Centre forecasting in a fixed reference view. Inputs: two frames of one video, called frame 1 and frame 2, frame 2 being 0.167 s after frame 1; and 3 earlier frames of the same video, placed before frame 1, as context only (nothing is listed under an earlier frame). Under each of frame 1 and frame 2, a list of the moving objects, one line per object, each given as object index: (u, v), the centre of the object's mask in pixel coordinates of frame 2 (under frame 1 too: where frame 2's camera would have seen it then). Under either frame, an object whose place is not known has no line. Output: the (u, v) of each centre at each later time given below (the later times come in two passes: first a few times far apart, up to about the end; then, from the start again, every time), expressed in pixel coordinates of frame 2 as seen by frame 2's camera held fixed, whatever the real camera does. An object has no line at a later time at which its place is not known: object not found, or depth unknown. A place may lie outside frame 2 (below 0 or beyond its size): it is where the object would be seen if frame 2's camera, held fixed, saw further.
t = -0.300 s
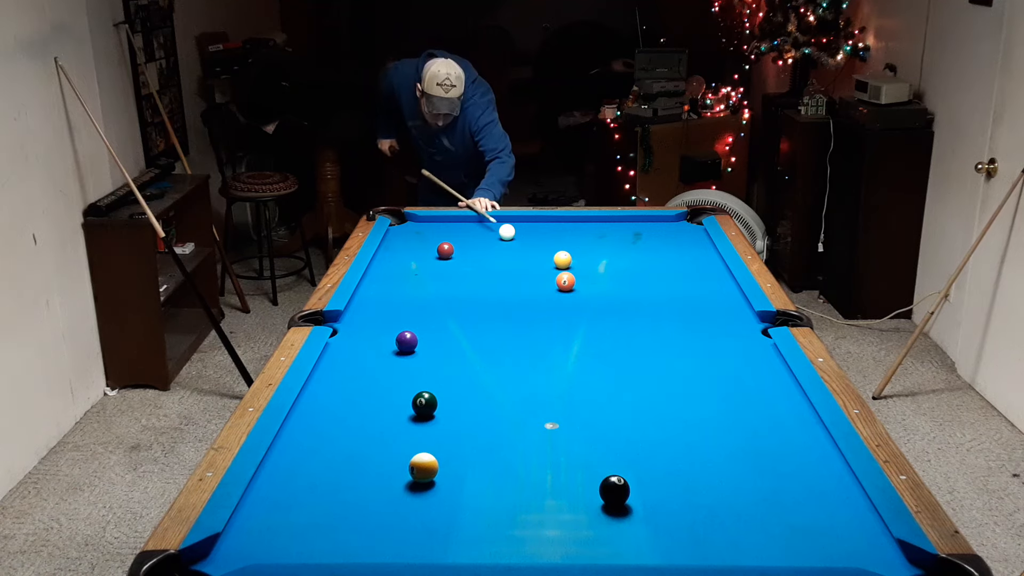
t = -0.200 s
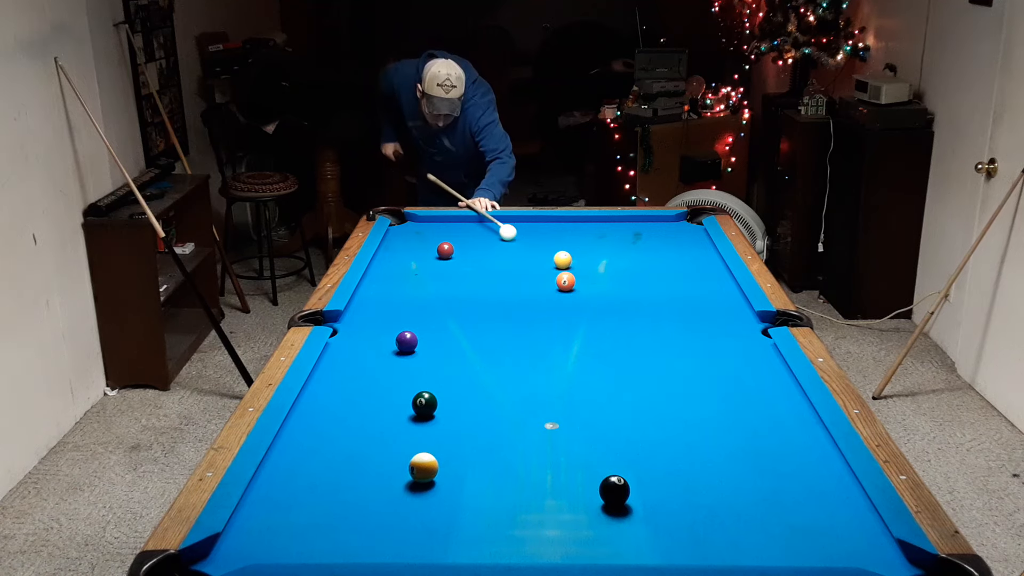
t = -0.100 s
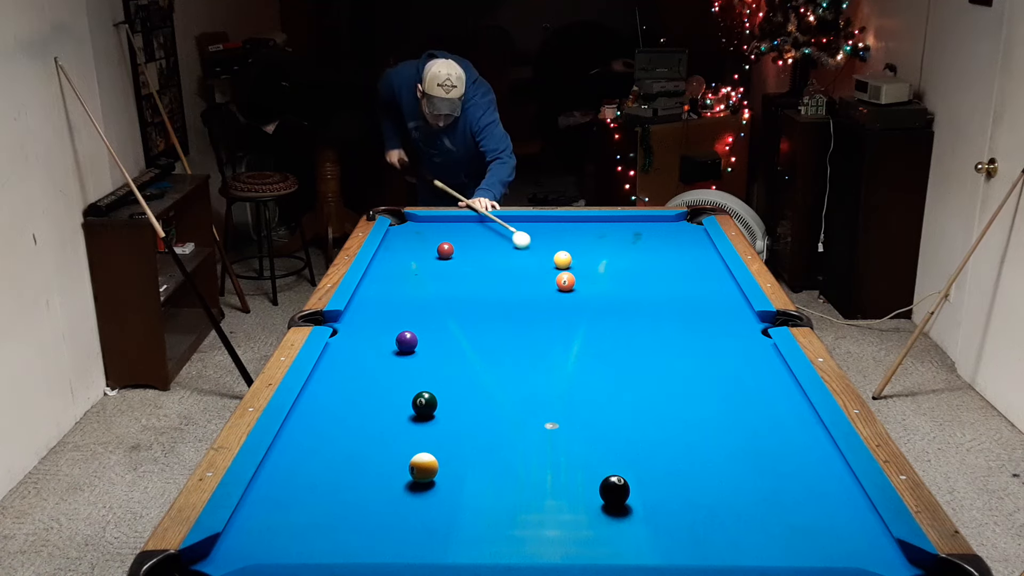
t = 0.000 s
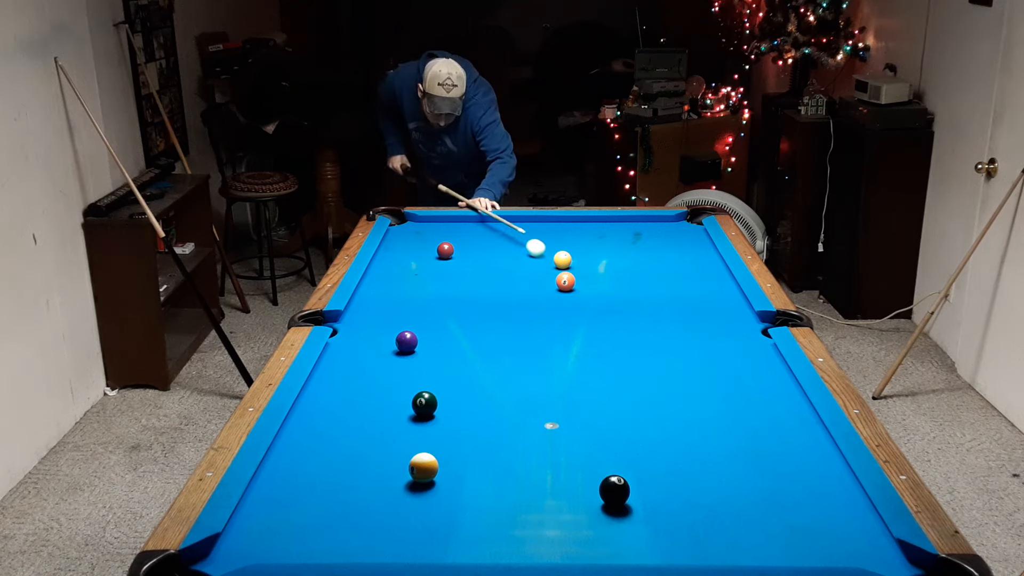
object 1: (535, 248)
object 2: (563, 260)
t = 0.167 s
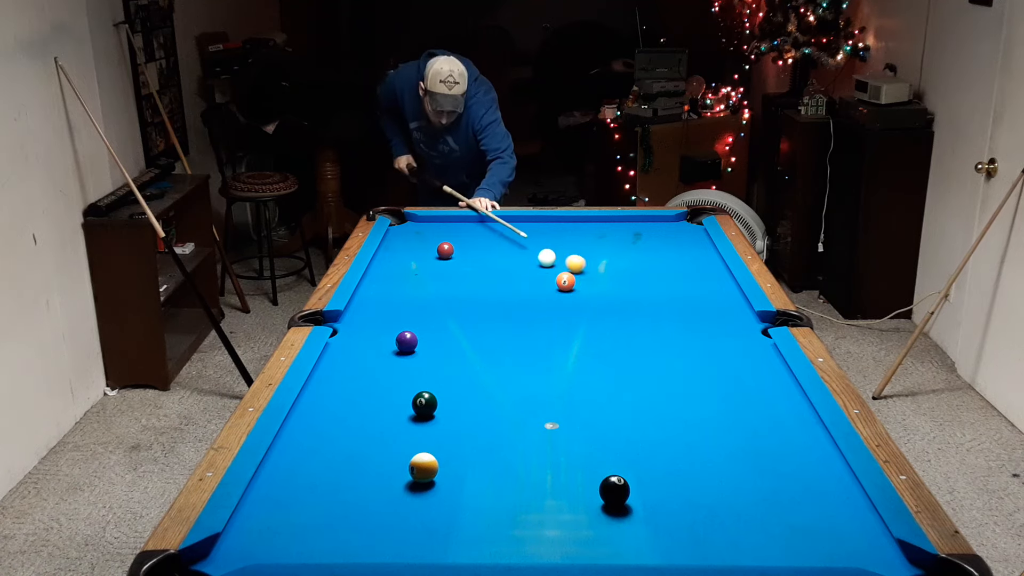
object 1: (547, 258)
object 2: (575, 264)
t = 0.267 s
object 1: (545, 261)
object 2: (589, 268)
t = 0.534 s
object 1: (540, 269)
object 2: (627, 280)
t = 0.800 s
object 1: (535, 278)
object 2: (666, 293)
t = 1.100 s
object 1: (530, 287)
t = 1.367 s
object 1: (525, 295)
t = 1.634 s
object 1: (520, 302)
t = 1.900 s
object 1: (516, 310)
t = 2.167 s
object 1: (511, 317)
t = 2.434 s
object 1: (507, 323)
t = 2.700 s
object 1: (503, 330)
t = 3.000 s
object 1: (498, 336)
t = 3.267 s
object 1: (493, 340)
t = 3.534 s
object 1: (489, 344)
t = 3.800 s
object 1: (486, 348)
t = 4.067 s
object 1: (483, 350)
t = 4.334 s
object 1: (482, 352)
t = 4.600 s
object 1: (481, 354)
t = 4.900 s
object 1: (480, 354)
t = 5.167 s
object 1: (480, 353)
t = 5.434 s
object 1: (480, 354)
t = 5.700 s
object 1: (480, 354)
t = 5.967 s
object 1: (480, 354)
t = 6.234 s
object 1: (480, 355)
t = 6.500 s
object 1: (480, 355)
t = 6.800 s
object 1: (480, 354)
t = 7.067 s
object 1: (480, 354)
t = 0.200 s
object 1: (546, 259)
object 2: (580, 265)
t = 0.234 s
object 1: (545, 260)
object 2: (585, 267)
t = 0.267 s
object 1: (545, 261)
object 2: (589, 268)
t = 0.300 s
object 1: (544, 262)
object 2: (594, 270)
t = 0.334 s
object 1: (543, 263)
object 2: (599, 271)
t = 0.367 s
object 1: (543, 264)
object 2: (603, 273)
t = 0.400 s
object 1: (542, 265)
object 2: (608, 274)
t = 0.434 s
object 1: (541, 266)
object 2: (613, 276)
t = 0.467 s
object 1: (541, 267)
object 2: (617, 277)
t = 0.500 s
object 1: (540, 268)
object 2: (622, 279)
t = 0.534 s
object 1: (540, 269)
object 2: (627, 280)
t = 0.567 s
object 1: (539, 270)
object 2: (632, 282)
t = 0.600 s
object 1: (538, 272)
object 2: (637, 284)
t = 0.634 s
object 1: (538, 273)
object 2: (642, 285)
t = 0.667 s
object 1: (537, 274)
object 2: (646, 287)
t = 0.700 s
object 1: (537, 275)
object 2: (651, 288)
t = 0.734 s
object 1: (536, 276)
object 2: (656, 290)
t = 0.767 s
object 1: (536, 277)
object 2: (661, 292)
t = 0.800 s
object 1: (535, 278)
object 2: (666, 293)
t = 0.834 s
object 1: (534, 279)
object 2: (671, 295)
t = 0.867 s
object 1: (534, 280)
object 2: (676, 296)
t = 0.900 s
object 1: (533, 281)
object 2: (681, 298)
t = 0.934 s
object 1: (533, 282)
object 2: (686, 300)
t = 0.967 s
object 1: (532, 283)
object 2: (691, 301)
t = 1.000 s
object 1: (532, 284)
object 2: (696, 303)
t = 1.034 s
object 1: (531, 285)
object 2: (702, 305)
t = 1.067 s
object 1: (530, 286)
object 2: (707, 306)
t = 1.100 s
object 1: (530, 287)
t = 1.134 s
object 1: (529, 288)
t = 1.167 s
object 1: (529, 289)
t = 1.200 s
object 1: (528, 290)
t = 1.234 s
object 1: (527, 291)
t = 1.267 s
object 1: (527, 292)
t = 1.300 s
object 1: (526, 293)
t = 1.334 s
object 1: (526, 294)
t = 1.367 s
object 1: (525, 295)
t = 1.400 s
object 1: (525, 296)
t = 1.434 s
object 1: (524, 297)
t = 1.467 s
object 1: (523, 298)
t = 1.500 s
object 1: (523, 299)
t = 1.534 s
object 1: (522, 300)
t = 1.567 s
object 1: (522, 301)
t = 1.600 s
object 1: (521, 302)
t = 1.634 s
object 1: (520, 302)
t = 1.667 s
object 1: (520, 303)
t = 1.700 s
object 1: (519, 304)
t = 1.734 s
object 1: (519, 305)
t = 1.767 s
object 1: (518, 306)
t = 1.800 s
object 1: (518, 307)
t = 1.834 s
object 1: (517, 308)
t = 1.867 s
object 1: (516, 309)
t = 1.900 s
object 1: (516, 310)
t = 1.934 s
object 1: (515, 310)
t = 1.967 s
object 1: (515, 311)
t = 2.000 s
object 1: (514, 312)
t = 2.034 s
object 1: (514, 313)
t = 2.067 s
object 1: (513, 314)
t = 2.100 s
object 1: (513, 315)
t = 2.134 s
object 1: (512, 316)
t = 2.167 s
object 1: (511, 317)
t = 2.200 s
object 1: (511, 318)
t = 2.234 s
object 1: (511, 319)
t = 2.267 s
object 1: (510, 319)
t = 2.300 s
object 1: (509, 320)
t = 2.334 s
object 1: (509, 321)
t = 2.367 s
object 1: (508, 322)
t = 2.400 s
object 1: (507, 323)
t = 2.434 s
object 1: (507, 323)
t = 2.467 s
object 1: (506, 324)
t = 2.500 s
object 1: (506, 325)
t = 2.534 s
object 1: (505, 326)
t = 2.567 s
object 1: (505, 326)
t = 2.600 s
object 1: (504, 327)
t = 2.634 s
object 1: (504, 328)
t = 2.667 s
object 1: (503, 329)
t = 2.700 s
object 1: (503, 330)
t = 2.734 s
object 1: (502, 330)
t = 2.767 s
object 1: (502, 331)
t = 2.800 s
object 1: (501, 332)
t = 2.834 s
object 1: (500, 332)
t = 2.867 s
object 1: (500, 333)
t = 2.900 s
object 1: (499, 334)
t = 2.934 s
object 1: (499, 334)
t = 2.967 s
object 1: (498, 335)
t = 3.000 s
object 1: (498, 336)
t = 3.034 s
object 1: (497, 336)
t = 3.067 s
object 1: (497, 337)
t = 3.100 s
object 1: (496, 337)
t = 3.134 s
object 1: (496, 338)
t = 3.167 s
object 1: (495, 339)
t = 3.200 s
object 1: (495, 339)
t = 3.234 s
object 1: (494, 339)
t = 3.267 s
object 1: (493, 340)
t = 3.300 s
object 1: (493, 340)
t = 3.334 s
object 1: (492, 341)
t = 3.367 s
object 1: (492, 342)
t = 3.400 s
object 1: (491, 342)
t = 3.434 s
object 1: (491, 343)
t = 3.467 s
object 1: (490, 344)
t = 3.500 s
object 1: (490, 344)
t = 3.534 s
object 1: (489, 344)
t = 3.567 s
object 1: (489, 345)
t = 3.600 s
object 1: (488, 345)
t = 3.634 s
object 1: (488, 346)
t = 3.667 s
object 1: (487, 346)
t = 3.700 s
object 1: (487, 346)
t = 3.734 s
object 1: (487, 347)
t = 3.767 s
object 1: (486, 347)
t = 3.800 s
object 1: (486, 348)
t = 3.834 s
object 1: (485, 348)
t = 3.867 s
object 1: (485, 348)
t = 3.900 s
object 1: (485, 349)
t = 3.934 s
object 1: (484, 349)
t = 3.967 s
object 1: (484, 349)
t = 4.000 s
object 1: (484, 350)
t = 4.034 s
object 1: (483, 350)
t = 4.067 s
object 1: (483, 350)
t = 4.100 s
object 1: (483, 351)
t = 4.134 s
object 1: (483, 351)
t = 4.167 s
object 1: (483, 351)
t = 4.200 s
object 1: (483, 351)
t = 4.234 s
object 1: (482, 352)
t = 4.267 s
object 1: (482, 352)
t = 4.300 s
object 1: (482, 352)
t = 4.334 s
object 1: (482, 352)
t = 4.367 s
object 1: (482, 353)
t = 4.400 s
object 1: (482, 353)
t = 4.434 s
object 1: (482, 353)
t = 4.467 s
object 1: (482, 353)
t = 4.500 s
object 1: (481, 353)
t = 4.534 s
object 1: (481, 353)
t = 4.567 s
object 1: (481, 353)
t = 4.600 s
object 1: (481, 354)
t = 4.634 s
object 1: (481, 354)
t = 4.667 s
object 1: (481, 354)
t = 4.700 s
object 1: (480, 354)
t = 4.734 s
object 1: (480, 354)
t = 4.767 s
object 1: (480, 354)
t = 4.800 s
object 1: (480, 354)
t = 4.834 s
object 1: (480, 354)
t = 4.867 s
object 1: (480, 354)
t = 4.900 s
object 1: (480, 354)
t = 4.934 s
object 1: (480, 354)
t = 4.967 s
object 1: (480, 354)
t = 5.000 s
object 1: (480, 354)
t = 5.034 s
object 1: (480, 354)
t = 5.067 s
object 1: (480, 354)
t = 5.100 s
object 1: (480, 354)
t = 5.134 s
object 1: (480, 353)
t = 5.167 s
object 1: (480, 353)
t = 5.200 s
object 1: (480, 354)
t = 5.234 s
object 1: (480, 354)
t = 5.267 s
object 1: (480, 354)
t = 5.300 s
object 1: (480, 354)
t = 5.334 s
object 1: (480, 354)
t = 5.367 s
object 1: (480, 354)
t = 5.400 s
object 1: (480, 354)
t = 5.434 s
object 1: (480, 354)
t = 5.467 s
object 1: (480, 354)
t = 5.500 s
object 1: (480, 354)
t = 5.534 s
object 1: (480, 354)
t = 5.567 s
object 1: (480, 354)
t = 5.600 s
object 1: (480, 354)
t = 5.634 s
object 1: (480, 354)
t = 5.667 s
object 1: (480, 354)
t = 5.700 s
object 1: (480, 354)
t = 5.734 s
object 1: (480, 354)
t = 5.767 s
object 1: (480, 354)
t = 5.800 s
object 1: (480, 354)
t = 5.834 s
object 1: (480, 354)
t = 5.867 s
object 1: (480, 354)
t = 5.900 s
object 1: (480, 354)
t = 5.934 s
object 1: (480, 354)
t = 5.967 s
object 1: (480, 354)
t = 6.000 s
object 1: (480, 354)
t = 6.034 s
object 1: (480, 354)
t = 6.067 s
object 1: (480, 354)
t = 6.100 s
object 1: (480, 354)
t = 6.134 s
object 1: (480, 355)
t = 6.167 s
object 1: (480, 354)
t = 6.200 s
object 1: (480, 355)
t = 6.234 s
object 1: (480, 355)
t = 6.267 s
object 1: (480, 354)
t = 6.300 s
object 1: (480, 354)
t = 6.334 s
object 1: (480, 354)
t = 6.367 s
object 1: (480, 354)
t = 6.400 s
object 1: (480, 354)
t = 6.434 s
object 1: (480, 354)
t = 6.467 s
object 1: (480, 355)
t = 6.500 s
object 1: (480, 355)
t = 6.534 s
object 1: (480, 355)
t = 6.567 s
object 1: (480, 355)
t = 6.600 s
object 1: (480, 355)
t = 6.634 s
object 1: (480, 354)
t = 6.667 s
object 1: (480, 354)
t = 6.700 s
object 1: (480, 354)
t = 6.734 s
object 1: (480, 354)
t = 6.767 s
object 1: (480, 354)
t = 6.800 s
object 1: (480, 354)
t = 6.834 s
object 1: (480, 354)
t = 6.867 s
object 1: (480, 354)
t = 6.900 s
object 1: (480, 354)
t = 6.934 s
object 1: (480, 354)
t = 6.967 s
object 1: (480, 354)
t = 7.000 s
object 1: (480, 354)
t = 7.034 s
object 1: (480, 354)
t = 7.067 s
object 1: (480, 354)
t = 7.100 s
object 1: (480, 354)
